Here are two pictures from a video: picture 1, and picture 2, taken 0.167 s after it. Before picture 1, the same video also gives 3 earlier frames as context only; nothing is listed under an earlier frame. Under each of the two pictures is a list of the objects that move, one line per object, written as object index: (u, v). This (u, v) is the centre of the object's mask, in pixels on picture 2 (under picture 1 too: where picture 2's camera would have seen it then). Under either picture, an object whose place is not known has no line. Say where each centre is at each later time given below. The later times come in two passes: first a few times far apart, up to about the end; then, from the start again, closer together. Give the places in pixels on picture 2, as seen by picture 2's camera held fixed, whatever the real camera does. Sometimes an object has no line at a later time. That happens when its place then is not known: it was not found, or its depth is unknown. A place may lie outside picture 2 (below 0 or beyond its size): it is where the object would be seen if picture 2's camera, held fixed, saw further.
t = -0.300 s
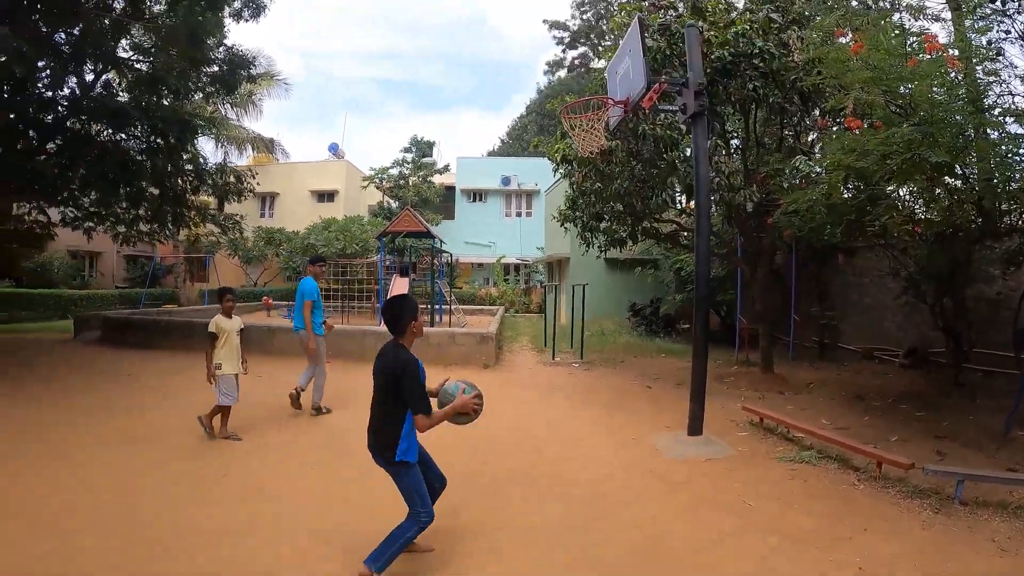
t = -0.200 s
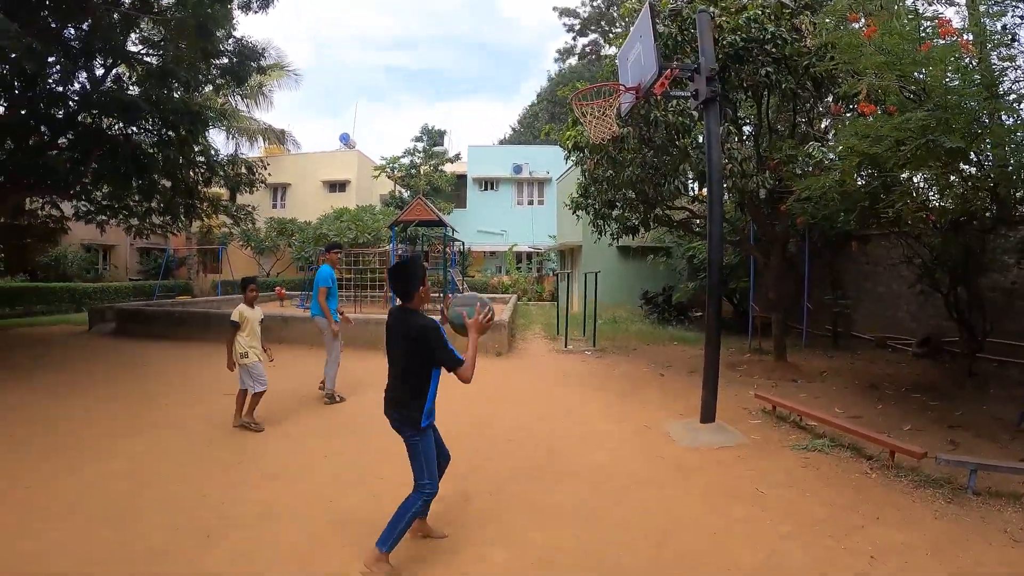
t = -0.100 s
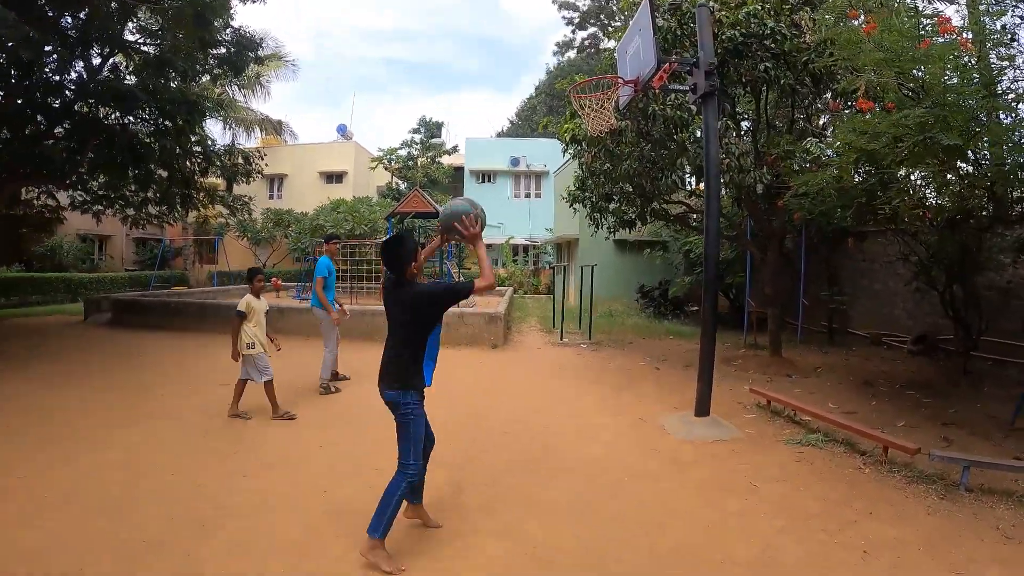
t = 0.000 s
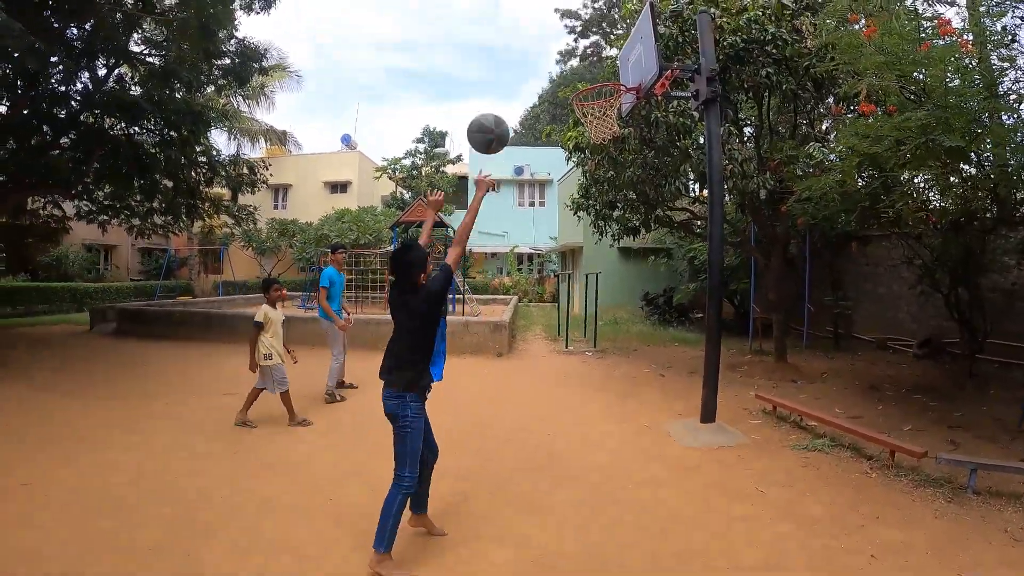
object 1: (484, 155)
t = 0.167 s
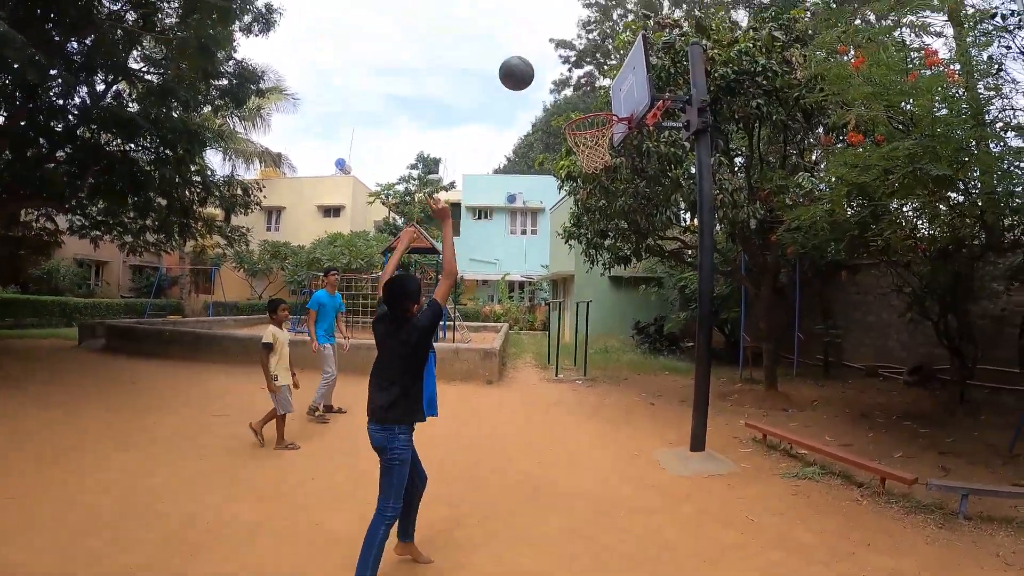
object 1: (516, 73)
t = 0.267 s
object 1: (531, 51)
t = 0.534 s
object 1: (560, 53)
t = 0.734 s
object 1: (580, 96)
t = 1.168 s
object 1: (556, 119)
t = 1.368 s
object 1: (536, 150)
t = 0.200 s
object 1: (522, 64)
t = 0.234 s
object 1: (527, 56)
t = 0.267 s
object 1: (531, 51)
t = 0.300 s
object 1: (535, 47)
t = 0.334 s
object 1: (539, 45)
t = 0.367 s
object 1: (543, 43)
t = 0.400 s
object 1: (547, 43)
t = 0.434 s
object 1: (550, 44)
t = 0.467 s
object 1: (554, 46)
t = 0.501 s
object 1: (557, 49)
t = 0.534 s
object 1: (560, 53)
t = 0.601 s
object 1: (566, 64)
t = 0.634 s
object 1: (569, 71)
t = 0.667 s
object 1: (573, 79)
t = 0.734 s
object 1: (580, 96)
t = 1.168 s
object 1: (556, 119)
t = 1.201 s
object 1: (556, 121)
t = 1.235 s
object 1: (552, 129)
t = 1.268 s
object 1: (548, 132)
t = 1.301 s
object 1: (545, 137)
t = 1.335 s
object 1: (538, 145)
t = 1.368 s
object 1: (536, 150)
